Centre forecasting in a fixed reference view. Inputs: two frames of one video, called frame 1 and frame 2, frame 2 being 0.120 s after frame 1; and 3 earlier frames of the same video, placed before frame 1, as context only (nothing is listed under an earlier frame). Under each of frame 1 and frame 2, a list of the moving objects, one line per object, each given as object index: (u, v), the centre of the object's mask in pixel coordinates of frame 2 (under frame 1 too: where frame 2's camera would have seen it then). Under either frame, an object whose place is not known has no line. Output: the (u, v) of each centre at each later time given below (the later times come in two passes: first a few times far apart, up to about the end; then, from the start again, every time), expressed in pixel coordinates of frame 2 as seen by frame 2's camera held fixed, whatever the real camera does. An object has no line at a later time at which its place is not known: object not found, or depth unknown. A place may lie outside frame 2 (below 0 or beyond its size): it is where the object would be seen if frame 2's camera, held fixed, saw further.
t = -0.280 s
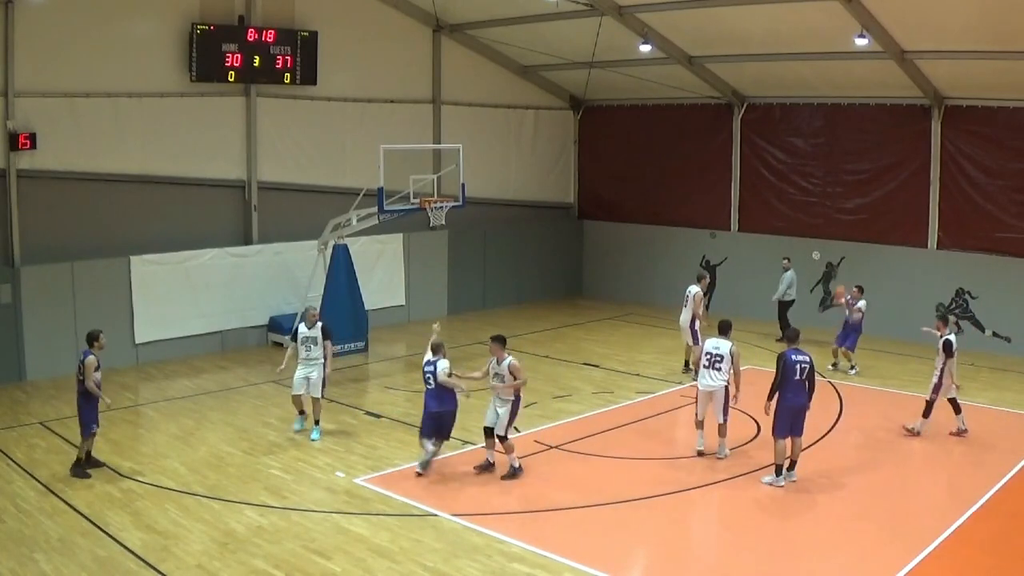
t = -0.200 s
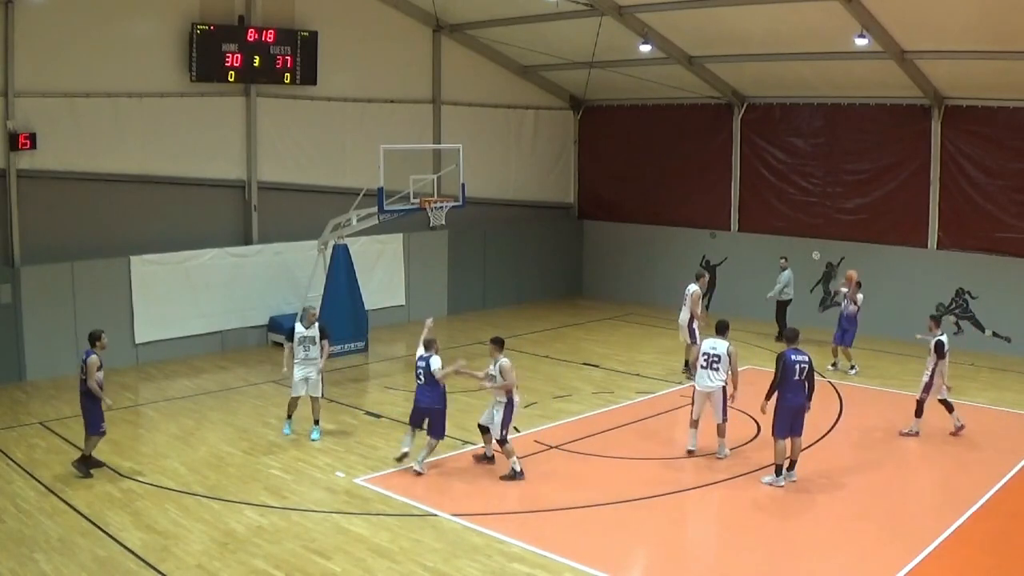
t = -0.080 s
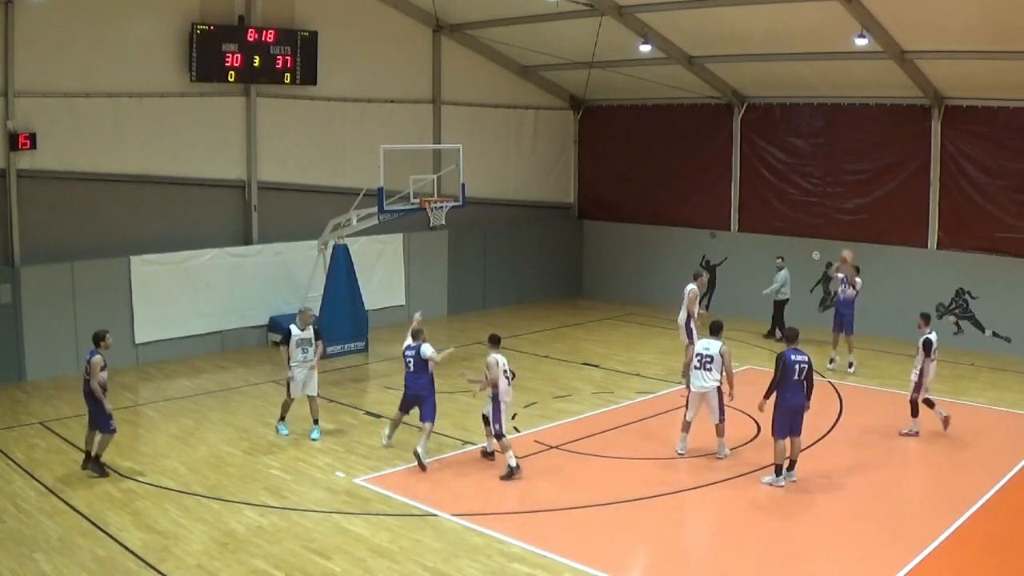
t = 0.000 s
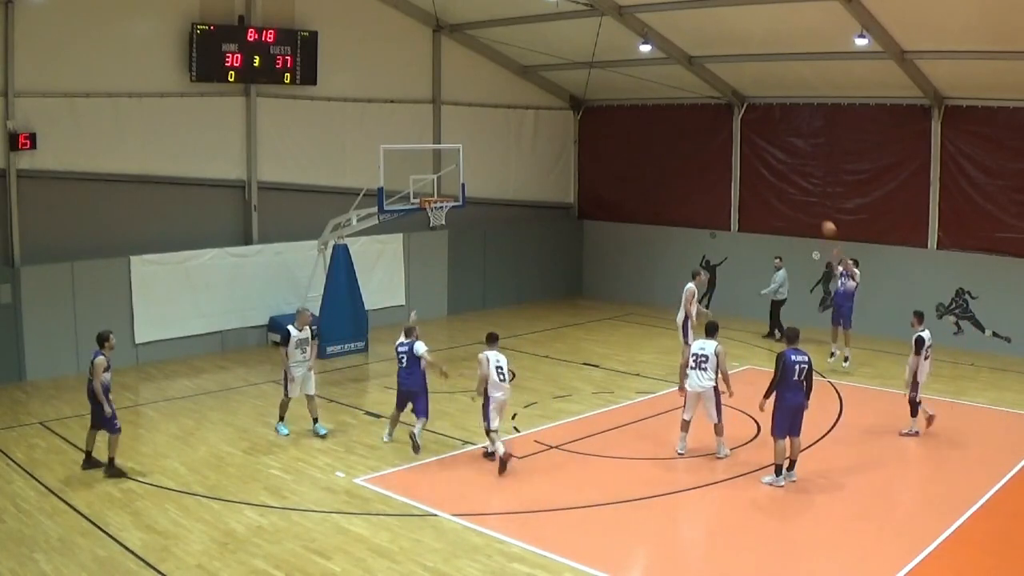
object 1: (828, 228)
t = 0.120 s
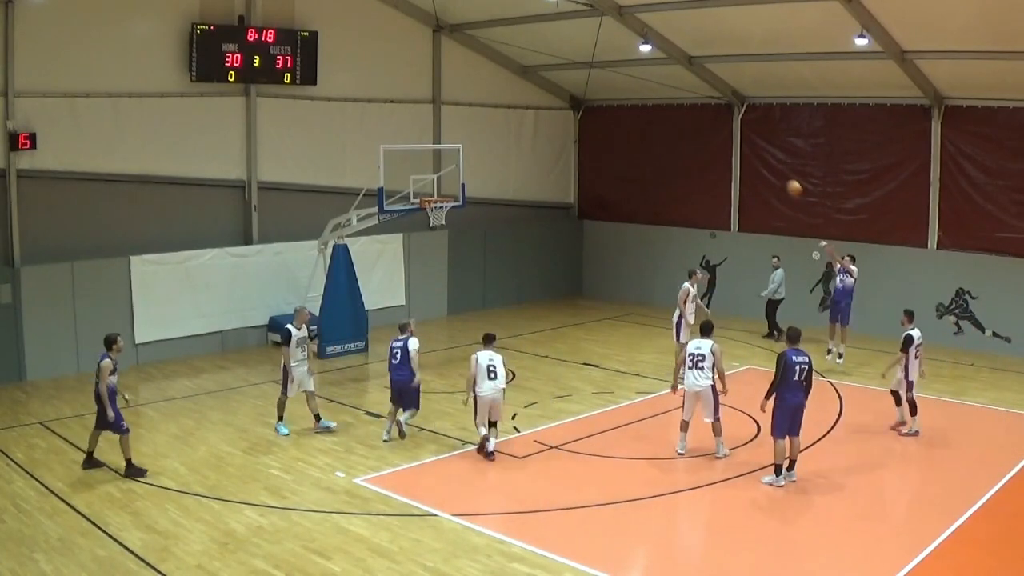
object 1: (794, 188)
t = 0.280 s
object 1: (746, 146)
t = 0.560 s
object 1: (657, 107)
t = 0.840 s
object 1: (567, 112)
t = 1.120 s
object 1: (478, 167)
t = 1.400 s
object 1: (452, 171)
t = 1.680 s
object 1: (457, 172)
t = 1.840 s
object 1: (461, 196)
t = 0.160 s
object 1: (782, 176)
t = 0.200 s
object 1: (770, 165)
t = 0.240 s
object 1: (758, 155)
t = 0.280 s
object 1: (746, 146)
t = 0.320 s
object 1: (733, 137)
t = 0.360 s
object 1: (720, 130)
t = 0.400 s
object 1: (708, 124)
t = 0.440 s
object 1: (695, 118)
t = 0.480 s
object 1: (683, 113)
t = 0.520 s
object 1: (670, 110)
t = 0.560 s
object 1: (657, 107)
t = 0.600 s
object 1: (644, 105)
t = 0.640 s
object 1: (632, 104)
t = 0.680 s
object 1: (619, 104)
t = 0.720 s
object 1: (606, 105)
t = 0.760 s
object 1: (593, 107)
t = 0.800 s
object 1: (580, 110)
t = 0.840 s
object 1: (567, 112)
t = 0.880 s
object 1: (553, 118)
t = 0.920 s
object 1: (541, 123)
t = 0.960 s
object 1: (528, 130)
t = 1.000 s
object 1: (516, 138)
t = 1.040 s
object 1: (502, 147)
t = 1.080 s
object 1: (490, 157)
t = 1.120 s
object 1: (478, 167)
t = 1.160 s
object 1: (466, 178)
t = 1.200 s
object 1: (450, 191)
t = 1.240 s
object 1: (449, 191)
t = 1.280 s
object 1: (450, 186)
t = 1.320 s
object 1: (451, 179)
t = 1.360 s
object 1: (452, 175)
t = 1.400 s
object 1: (452, 171)
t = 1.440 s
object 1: (452, 169)
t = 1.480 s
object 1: (453, 167)
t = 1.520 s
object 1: (454, 166)
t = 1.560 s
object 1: (455, 166)
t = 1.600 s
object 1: (456, 167)
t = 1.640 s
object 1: (457, 169)
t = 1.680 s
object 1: (457, 172)
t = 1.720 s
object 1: (458, 177)
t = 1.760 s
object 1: (459, 182)
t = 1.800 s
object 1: (460, 189)
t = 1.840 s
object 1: (461, 196)
